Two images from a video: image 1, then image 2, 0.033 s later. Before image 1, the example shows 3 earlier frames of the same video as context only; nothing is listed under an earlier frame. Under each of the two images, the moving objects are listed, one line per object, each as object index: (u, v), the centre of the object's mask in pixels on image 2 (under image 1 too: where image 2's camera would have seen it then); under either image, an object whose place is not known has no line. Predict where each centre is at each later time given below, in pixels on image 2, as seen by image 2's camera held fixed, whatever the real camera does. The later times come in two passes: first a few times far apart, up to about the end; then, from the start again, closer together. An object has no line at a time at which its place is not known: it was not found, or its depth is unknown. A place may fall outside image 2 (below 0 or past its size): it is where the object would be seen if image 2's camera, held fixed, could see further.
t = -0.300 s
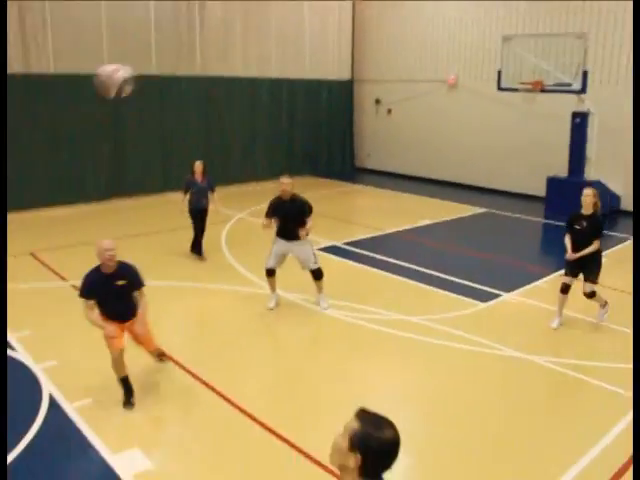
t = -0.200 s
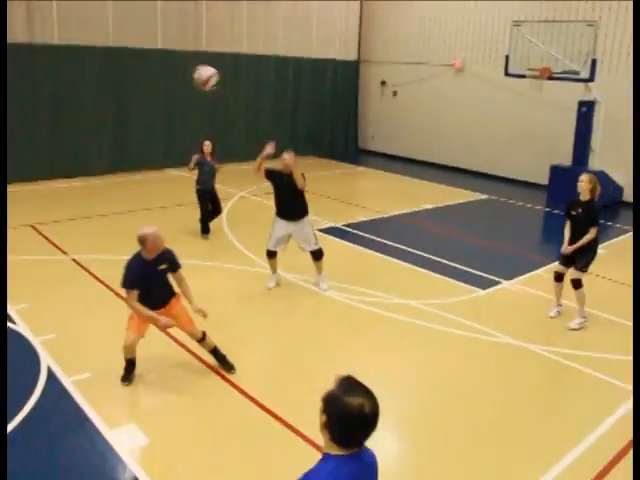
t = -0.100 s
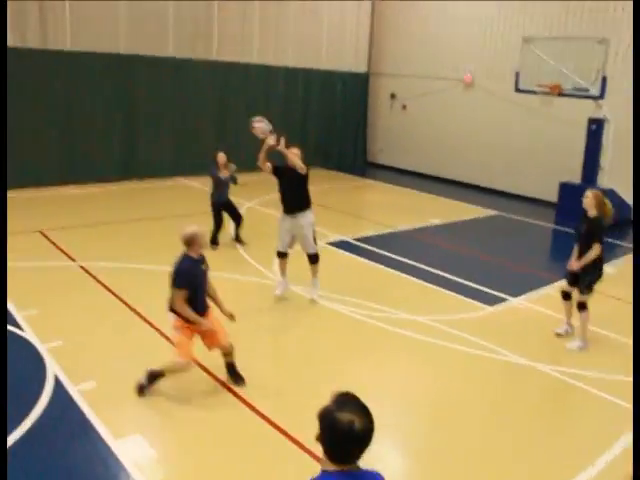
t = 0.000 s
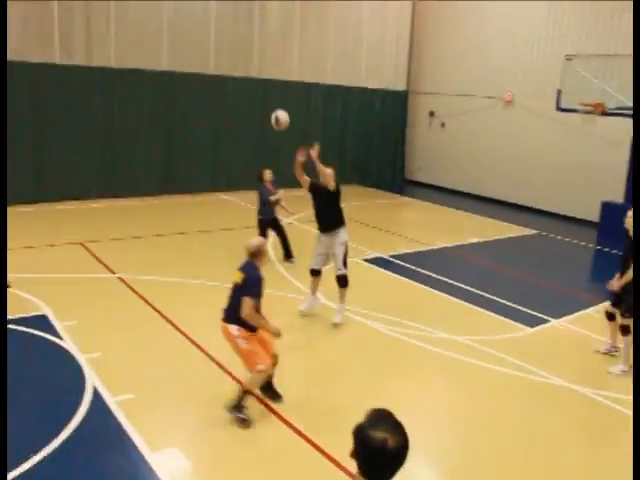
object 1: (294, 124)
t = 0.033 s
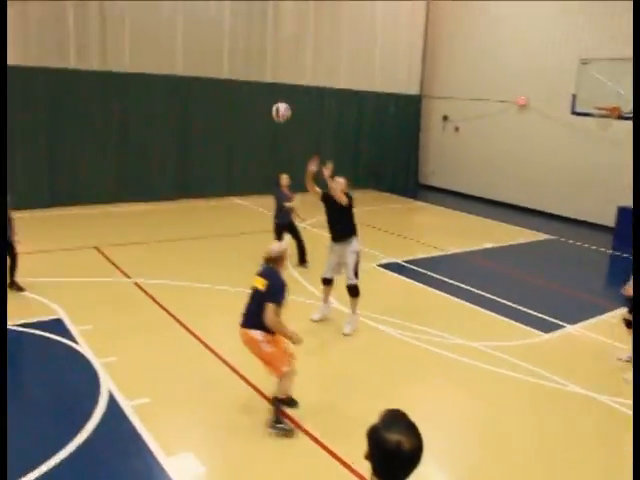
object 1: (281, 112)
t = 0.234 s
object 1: (196, 83)
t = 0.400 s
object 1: (105, 129)
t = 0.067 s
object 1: (268, 102)
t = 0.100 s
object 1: (254, 93)
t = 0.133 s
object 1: (240, 87)
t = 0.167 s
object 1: (226, 82)
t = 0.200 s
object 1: (211, 82)
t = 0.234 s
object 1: (196, 83)
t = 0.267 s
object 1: (180, 86)
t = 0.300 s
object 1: (163, 93)
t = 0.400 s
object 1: (105, 129)
